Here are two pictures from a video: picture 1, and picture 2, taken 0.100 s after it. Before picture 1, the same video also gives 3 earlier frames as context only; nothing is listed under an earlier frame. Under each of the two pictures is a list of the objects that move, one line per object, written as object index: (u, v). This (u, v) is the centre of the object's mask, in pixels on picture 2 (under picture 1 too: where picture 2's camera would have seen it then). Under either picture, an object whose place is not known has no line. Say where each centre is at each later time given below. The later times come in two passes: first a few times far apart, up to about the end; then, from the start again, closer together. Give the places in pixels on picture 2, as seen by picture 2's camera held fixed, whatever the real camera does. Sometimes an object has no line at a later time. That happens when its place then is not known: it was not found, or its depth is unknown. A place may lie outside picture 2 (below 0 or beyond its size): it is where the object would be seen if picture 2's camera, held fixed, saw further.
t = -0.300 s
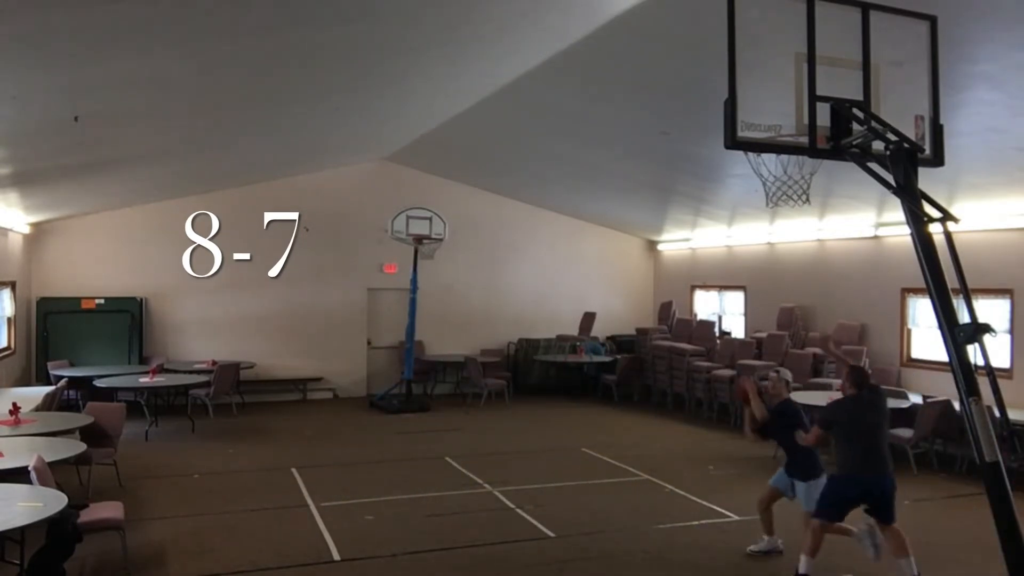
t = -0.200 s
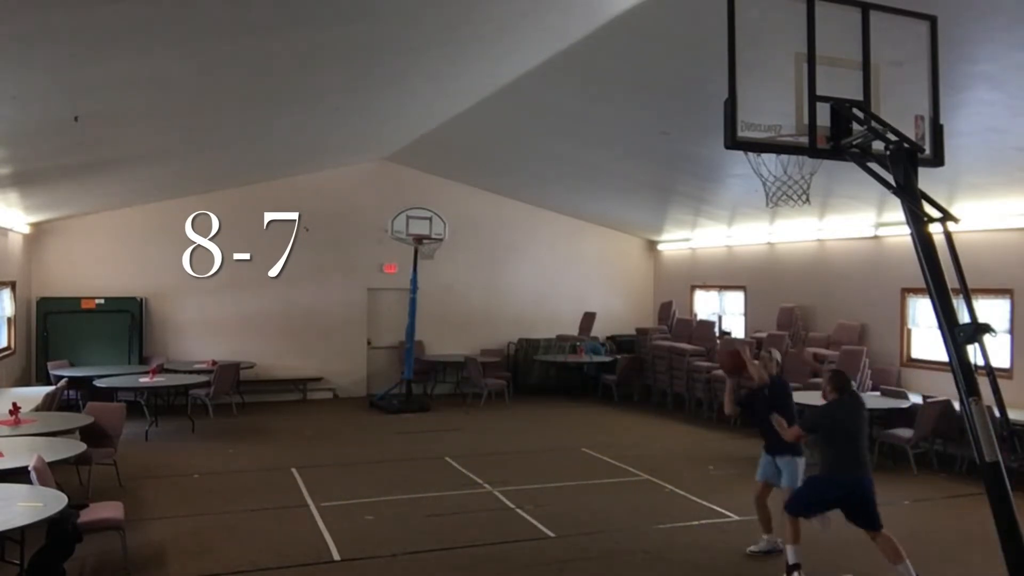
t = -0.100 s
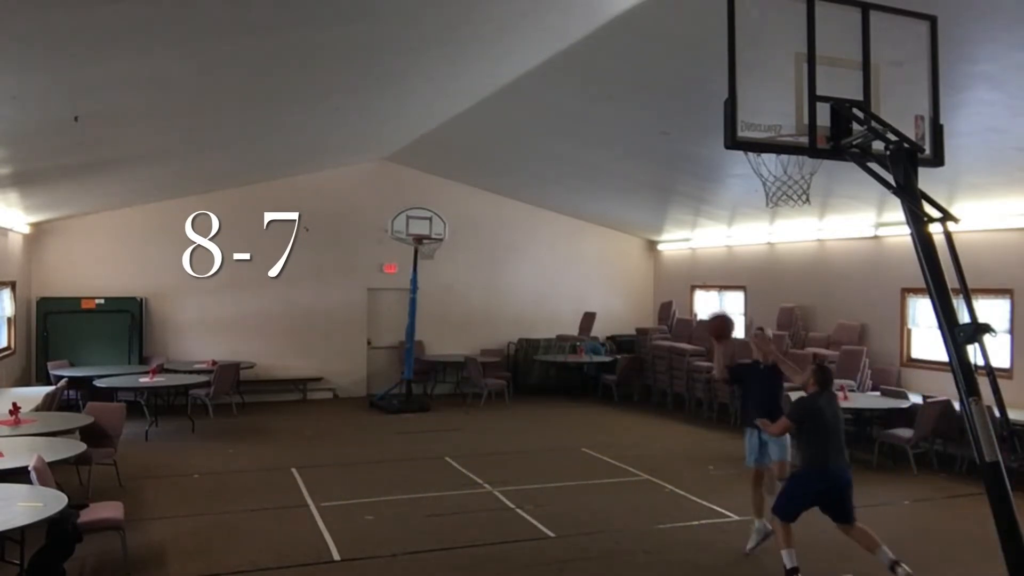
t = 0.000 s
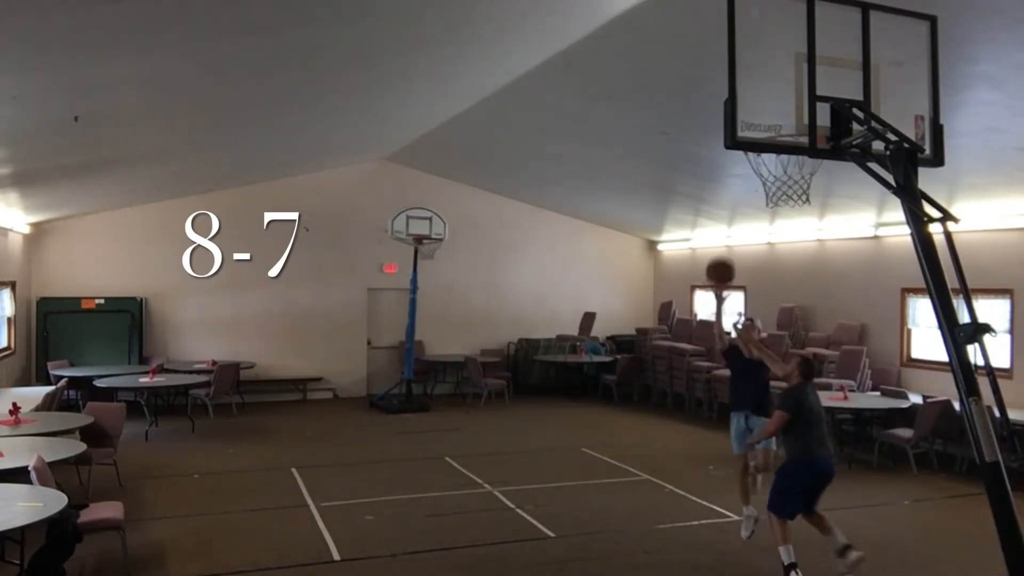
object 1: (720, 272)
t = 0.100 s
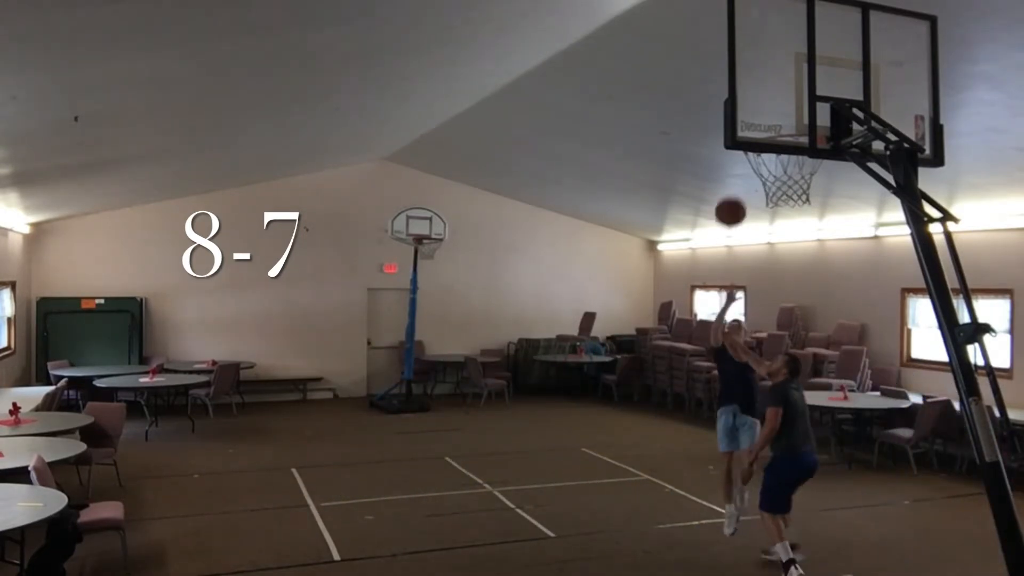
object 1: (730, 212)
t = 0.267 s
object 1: (751, 126)
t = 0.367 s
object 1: (761, 93)
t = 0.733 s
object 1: (824, 78)
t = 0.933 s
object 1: (823, 89)
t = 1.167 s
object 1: (764, 113)
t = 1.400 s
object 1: (765, 125)
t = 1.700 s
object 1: (800, 180)
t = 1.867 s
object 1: (815, 247)
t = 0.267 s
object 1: (751, 126)
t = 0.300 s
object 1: (753, 116)
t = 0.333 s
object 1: (757, 104)
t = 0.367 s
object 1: (761, 93)
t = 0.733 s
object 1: (824, 78)
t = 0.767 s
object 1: (823, 81)
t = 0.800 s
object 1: (826, 93)
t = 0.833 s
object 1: (828, 104)
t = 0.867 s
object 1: (824, 102)
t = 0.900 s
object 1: (817, 94)
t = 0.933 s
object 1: (823, 89)
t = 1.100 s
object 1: (775, 97)
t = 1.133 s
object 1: (771, 104)
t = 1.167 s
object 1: (764, 113)
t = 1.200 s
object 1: (759, 121)
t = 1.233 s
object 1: (757, 124)
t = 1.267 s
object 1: (758, 125)
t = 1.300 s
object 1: (759, 124)
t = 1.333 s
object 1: (761, 123)
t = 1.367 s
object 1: (763, 124)
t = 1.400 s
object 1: (765, 125)
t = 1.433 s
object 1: (768, 127)
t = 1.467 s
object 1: (772, 127)
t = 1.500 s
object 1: (775, 128)
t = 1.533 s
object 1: (779, 129)
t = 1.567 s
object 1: (781, 140)
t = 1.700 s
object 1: (800, 180)
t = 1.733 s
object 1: (804, 189)
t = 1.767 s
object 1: (807, 200)
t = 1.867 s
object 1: (815, 247)
